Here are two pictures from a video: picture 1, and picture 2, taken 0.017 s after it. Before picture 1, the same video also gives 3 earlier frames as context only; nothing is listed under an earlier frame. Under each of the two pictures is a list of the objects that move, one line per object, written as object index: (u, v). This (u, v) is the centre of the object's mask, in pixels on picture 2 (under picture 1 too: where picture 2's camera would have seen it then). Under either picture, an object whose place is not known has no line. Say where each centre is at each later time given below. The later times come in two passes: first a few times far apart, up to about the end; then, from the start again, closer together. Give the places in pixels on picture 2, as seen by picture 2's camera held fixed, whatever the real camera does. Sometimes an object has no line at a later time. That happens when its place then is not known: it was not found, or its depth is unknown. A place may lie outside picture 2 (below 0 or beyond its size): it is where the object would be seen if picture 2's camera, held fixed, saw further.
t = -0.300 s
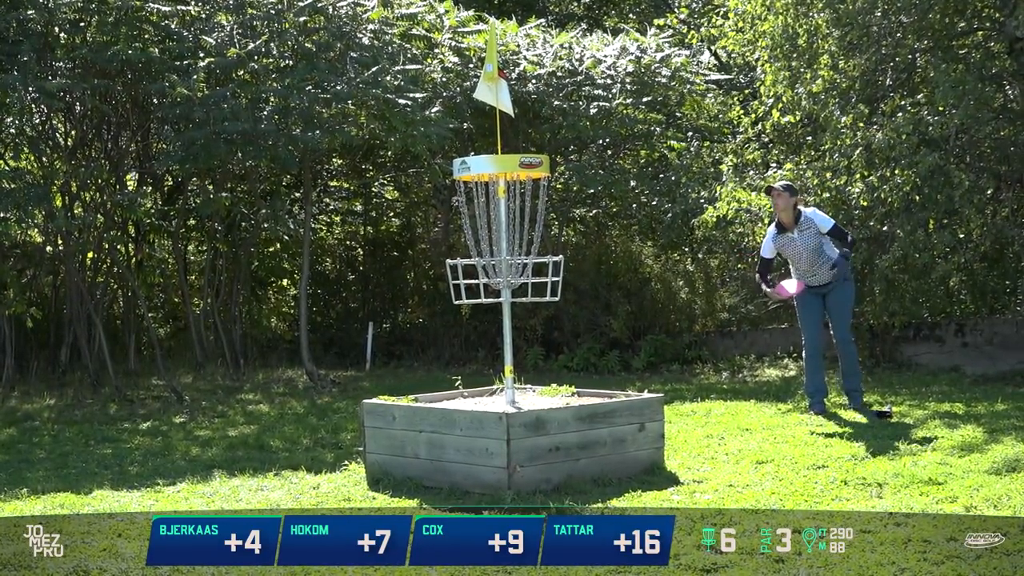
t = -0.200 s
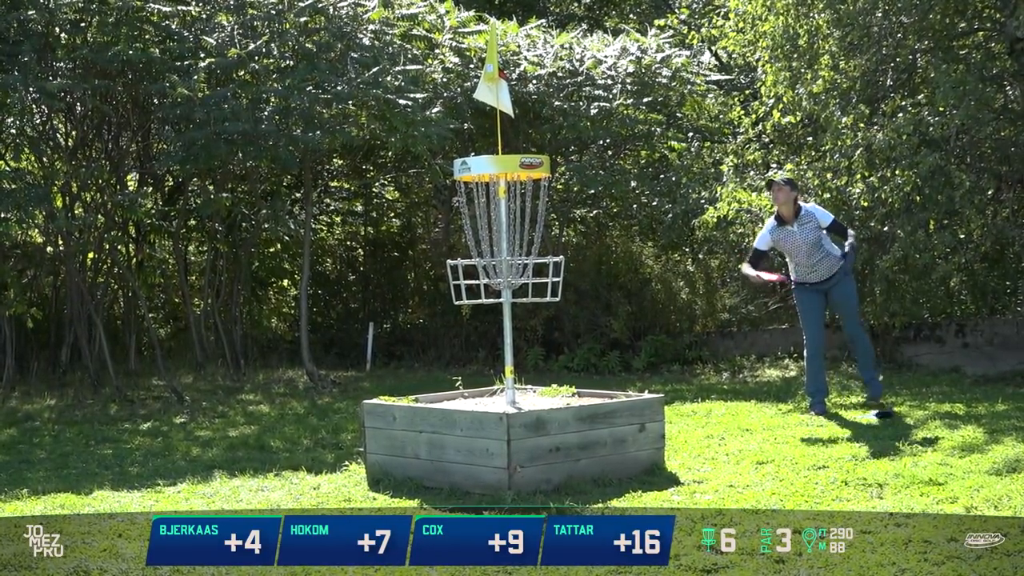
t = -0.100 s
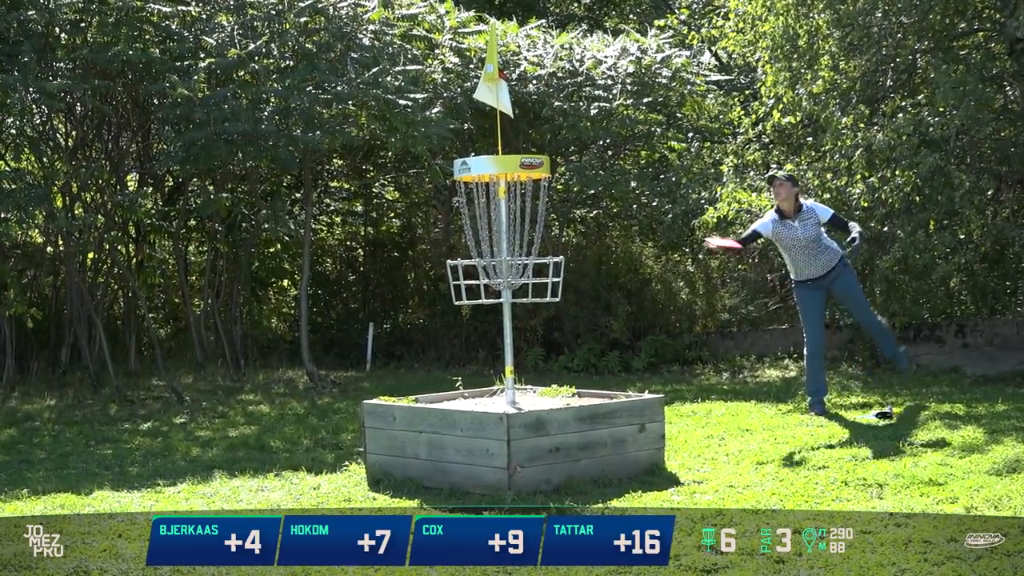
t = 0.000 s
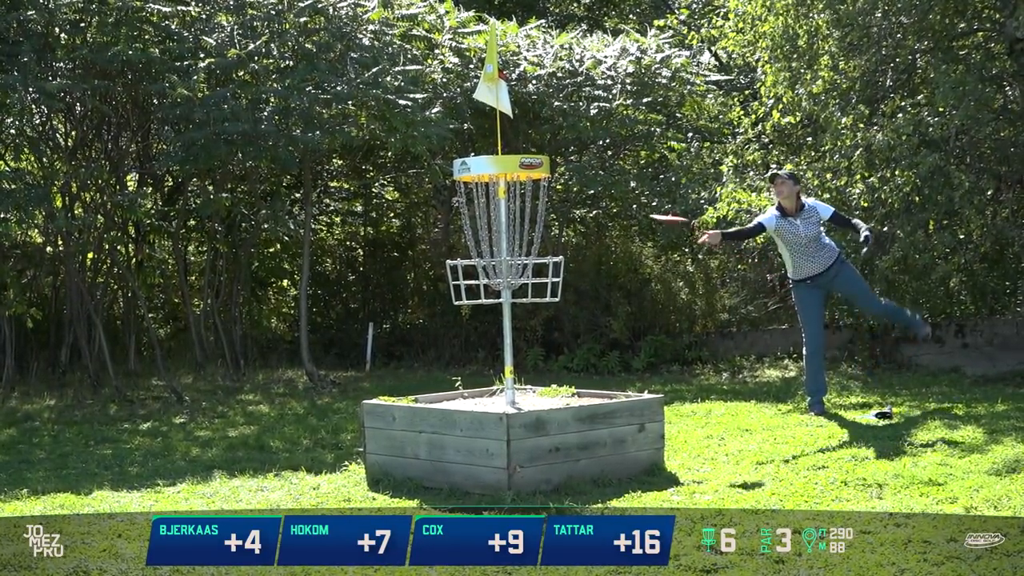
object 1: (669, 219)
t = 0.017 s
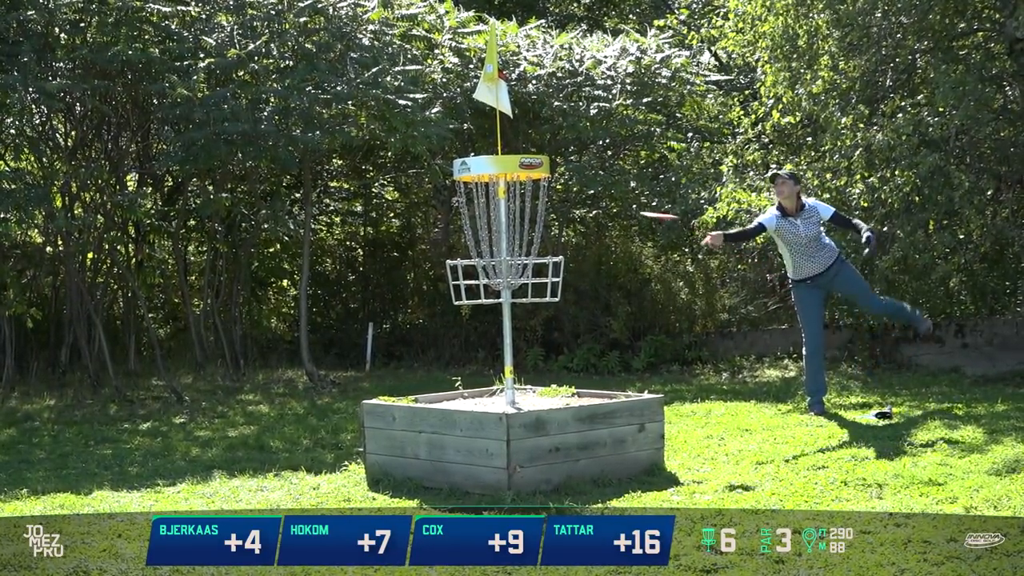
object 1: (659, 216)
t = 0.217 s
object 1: (543, 217)
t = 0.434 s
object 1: (518, 247)
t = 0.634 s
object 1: (524, 276)
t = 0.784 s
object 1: (535, 280)
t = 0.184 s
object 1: (565, 213)
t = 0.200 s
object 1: (556, 214)
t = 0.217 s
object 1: (543, 217)
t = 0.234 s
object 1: (536, 219)
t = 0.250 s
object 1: (529, 219)
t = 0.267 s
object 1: (528, 224)
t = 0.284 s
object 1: (523, 220)
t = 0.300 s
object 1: (520, 225)
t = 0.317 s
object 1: (521, 223)
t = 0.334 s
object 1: (521, 225)
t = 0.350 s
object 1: (520, 228)
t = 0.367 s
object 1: (520, 232)
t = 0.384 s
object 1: (519, 237)
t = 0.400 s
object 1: (519, 240)
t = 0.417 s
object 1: (519, 242)
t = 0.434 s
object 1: (518, 247)
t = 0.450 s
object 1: (518, 252)
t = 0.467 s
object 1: (518, 256)
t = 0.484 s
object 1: (518, 259)
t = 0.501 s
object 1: (518, 262)
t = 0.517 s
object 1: (519, 265)
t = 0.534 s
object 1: (519, 266)
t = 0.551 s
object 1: (520, 267)
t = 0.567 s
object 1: (520, 269)
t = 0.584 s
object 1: (521, 270)
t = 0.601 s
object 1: (522, 271)
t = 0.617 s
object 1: (522, 273)
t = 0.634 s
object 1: (524, 276)
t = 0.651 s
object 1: (525, 277)
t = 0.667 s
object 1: (527, 280)
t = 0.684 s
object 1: (528, 279)
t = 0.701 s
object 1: (530, 279)
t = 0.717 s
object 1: (531, 278)
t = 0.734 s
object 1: (532, 278)
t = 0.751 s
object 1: (533, 278)
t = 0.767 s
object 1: (535, 279)
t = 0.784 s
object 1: (535, 280)
